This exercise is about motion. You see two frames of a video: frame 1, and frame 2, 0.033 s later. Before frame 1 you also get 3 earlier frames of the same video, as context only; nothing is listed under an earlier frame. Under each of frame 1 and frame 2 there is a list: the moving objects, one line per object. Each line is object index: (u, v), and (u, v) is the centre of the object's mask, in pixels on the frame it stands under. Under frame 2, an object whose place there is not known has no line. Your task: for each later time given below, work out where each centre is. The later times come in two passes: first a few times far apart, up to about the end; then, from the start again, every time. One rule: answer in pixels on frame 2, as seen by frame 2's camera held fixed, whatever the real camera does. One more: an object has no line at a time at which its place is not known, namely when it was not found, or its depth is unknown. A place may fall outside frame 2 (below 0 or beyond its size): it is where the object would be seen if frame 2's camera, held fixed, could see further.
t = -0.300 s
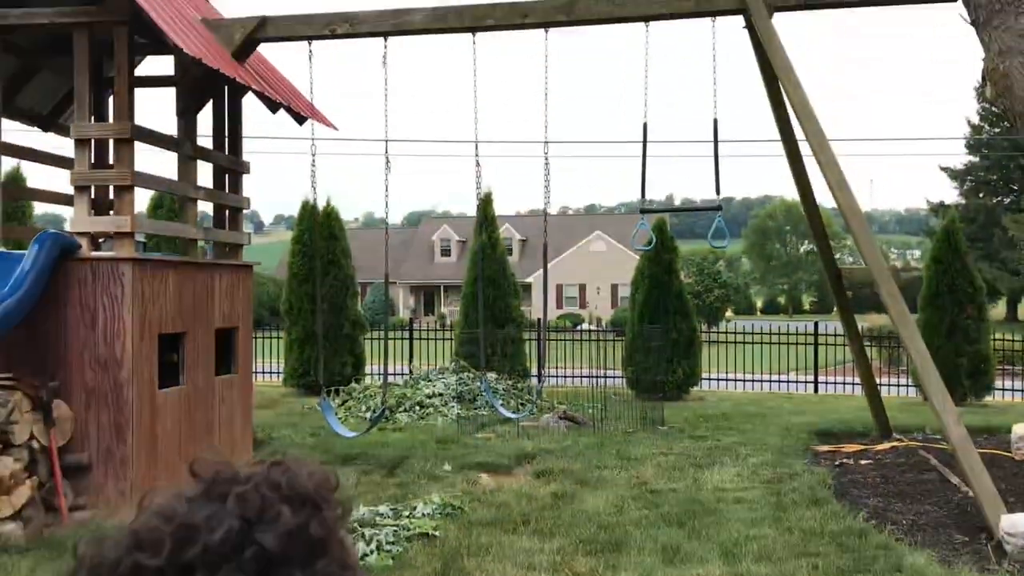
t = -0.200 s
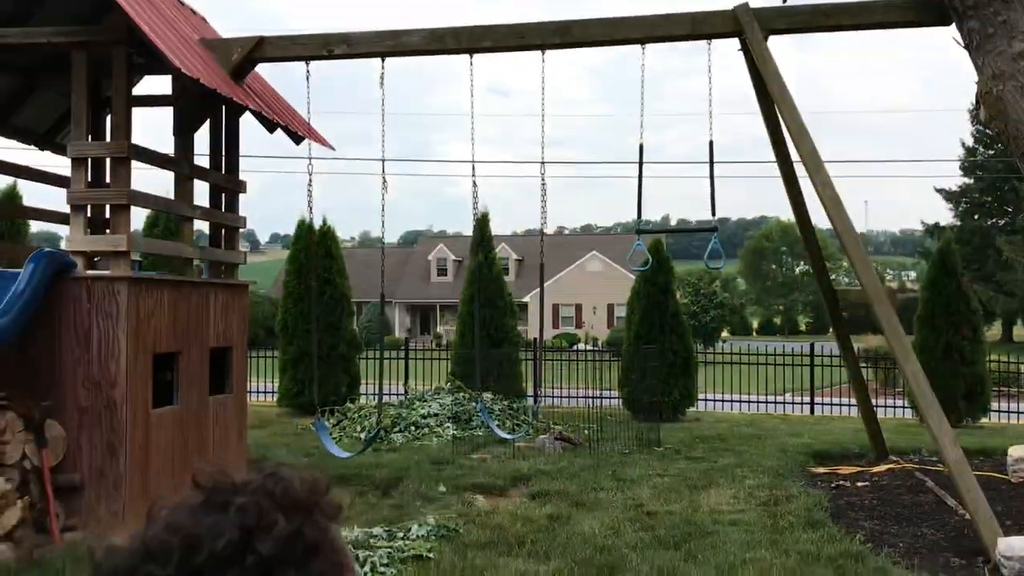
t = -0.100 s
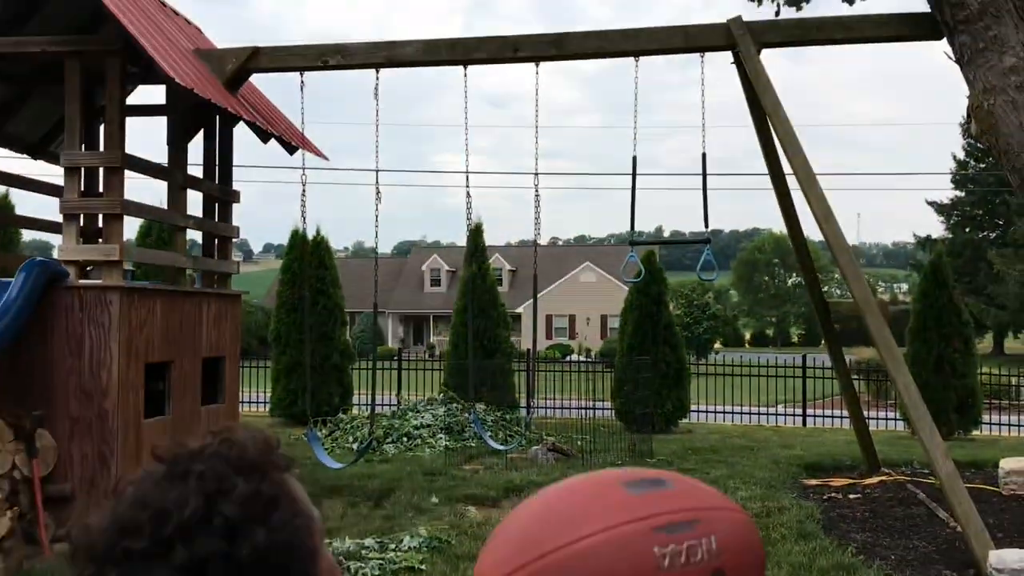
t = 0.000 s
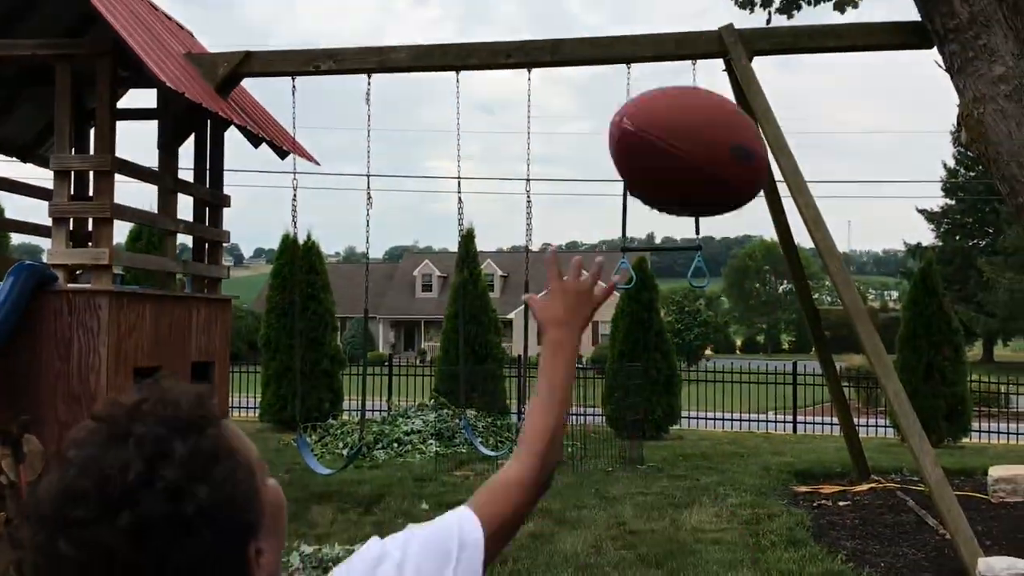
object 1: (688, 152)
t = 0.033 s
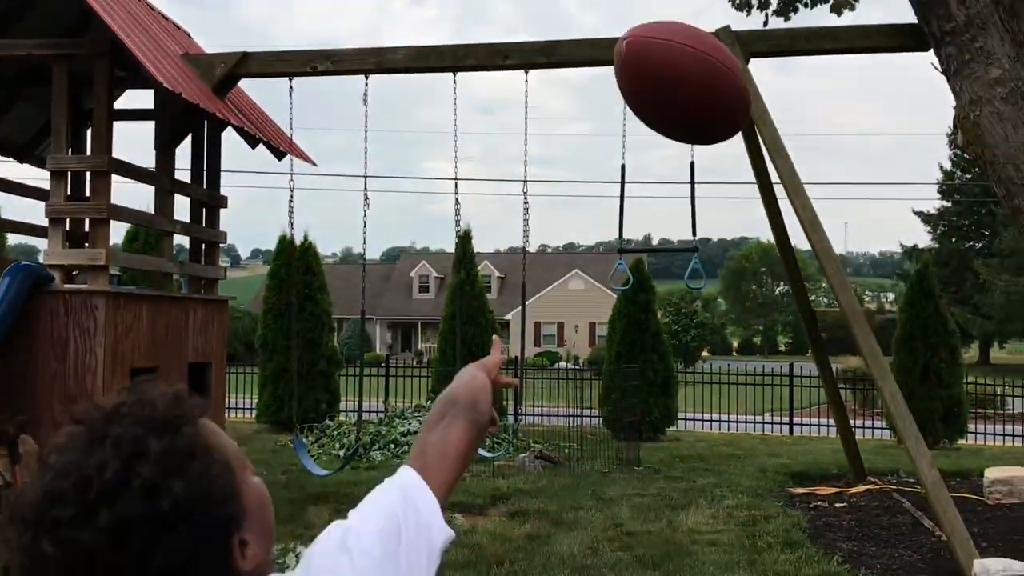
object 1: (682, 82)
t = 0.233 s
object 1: (679, 2)
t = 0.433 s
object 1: (678, 40)
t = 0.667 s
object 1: (681, 167)
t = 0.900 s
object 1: (667, 307)
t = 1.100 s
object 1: (651, 437)
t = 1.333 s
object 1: (636, 396)
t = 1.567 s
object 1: (645, 381)
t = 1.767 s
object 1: (651, 421)
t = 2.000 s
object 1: (660, 457)
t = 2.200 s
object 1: (667, 457)
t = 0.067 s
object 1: (681, 44)
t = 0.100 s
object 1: (680, 28)
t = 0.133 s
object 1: (678, 16)
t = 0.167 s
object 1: (676, 8)
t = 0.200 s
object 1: (677, 3)
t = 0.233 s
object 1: (679, 2)
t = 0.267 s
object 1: (679, 3)
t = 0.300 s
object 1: (679, 6)
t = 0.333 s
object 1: (678, 10)
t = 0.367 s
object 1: (677, 16)
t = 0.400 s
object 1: (677, 24)
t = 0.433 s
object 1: (678, 40)
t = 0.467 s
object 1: (678, 57)
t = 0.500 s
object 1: (678, 74)
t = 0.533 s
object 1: (679, 91)
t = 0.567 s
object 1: (679, 109)
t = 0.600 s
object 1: (679, 128)
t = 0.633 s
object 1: (680, 147)
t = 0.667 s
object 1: (681, 167)
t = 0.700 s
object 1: (681, 187)
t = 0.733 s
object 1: (681, 208)
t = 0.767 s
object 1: (681, 228)
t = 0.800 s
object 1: (677, 247)
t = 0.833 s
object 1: (674, 266)
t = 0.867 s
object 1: (670, 286)
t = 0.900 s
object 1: (667, 307)
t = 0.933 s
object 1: (662, 327)
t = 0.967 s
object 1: (659, 347)
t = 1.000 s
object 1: (656, 366)
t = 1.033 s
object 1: (655, 390)
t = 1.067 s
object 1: (653, 414)
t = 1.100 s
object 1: (651, 437)
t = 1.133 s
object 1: (649, 461)
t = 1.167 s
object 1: (647, 458)
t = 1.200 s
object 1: (645, 444)
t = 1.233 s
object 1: (642, 429)
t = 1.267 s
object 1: (640, 416)
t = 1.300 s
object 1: (637, 404)
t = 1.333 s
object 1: (636, 396)
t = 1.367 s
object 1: (635, 388)
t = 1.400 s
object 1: (637, 385)
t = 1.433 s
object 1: (638, 382)
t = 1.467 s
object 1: (641, 381)
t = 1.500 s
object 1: (642, 380)
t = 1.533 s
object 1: (643, 381)
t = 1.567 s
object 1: (645, 381)
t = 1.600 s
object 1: (645, 383)
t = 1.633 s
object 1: (646, 388)
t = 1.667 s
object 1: (647, 395)
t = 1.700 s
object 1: (649, 402)
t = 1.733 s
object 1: (649, 410)
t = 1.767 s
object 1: (651, 421)
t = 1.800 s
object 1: (653, 432)
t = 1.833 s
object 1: (655, 444)
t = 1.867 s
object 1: (656, 460)
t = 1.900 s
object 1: (657, 469)
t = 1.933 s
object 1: (658, 466)
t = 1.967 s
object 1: (659, 461)
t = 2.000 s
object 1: (660, 457)
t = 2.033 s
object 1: (661, 453)
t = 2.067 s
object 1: (662, 450)
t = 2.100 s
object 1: (663, 450)
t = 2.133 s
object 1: (665, 451)
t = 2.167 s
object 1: (666, 453)
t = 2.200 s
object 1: (667, 457)
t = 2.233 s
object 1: (668, 462)
